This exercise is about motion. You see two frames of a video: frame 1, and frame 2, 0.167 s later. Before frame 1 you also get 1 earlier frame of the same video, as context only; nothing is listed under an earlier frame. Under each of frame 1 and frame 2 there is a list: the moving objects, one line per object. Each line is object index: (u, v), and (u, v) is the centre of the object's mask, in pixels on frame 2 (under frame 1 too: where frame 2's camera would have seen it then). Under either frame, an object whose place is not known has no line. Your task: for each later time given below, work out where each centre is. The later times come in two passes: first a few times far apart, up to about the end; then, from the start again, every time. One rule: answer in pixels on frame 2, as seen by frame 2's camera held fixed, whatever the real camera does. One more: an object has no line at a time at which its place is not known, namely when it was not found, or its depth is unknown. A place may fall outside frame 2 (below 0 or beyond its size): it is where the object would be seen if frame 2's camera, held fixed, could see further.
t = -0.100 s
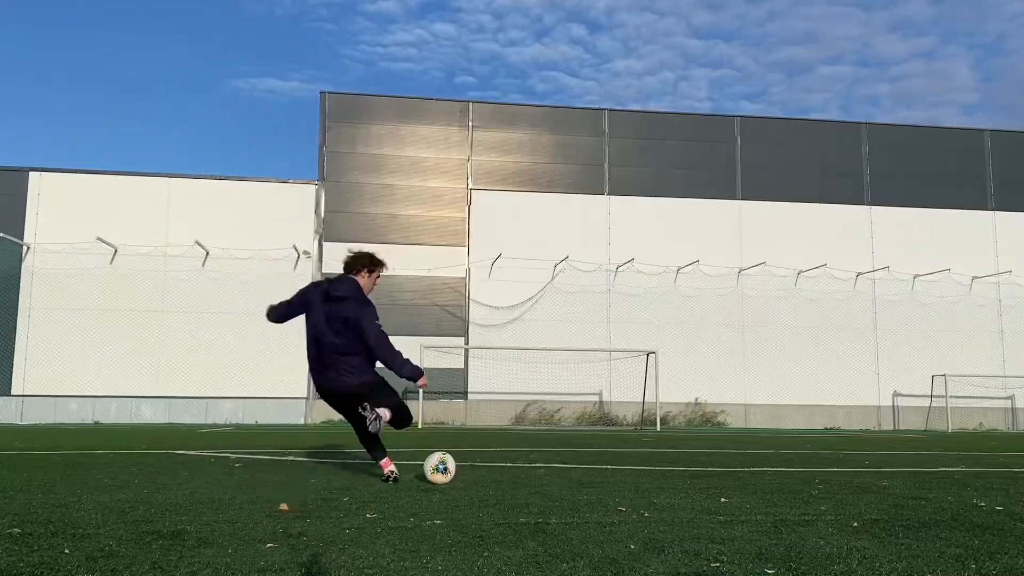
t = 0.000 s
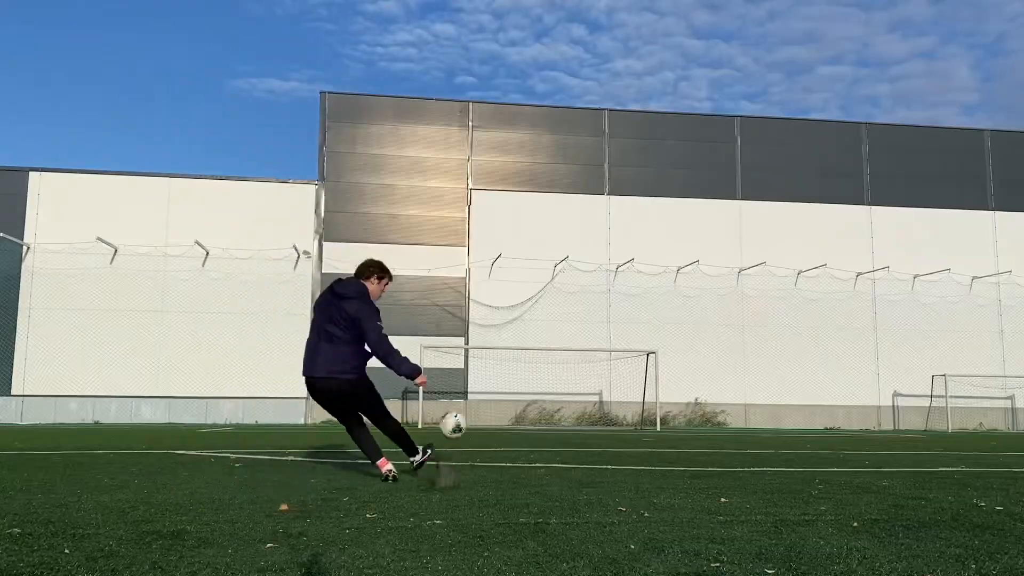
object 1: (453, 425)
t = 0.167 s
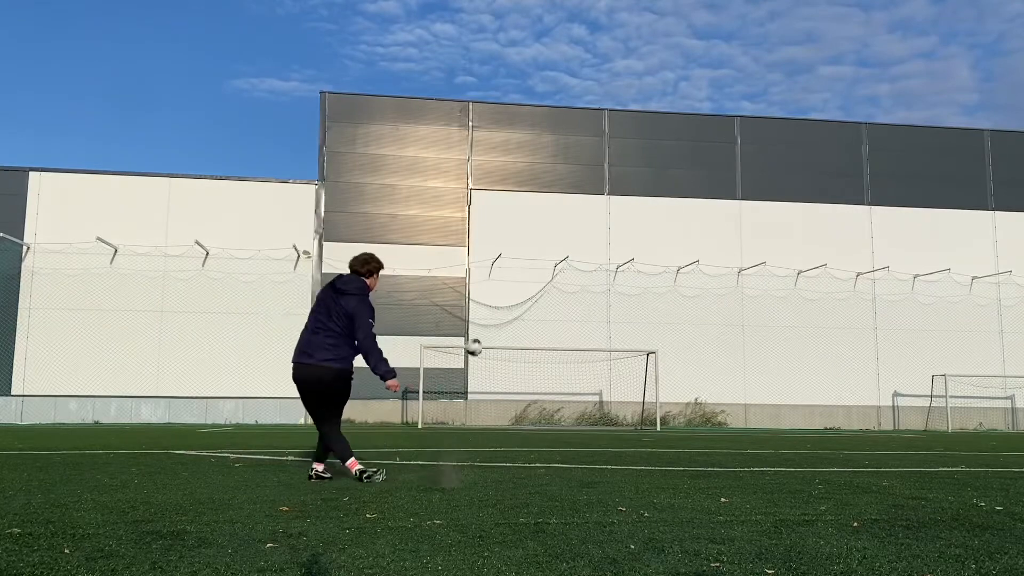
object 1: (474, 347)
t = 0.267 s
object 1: (479, 325)
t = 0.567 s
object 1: (485, 313)
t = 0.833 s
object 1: (487, 323)
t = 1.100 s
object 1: (486, 350)
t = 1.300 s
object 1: (486, 370)
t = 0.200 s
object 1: (476, 339)
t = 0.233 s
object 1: (478, 332)
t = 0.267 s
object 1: (479, 325)
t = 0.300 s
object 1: (480, 320)
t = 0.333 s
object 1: (481, 317)
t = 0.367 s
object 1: (482, 314)
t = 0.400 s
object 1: (482, 313)
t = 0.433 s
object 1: (482, 313)
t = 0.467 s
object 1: (483, 312)
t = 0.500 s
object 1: (484, 312)
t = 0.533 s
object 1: (484, 313)
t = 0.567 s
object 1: (485, 313)
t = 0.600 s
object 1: (485, 314)
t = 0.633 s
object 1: (486, 314)
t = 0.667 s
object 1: (486, 315)
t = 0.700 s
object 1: (487, 316)
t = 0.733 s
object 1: (487, 318)
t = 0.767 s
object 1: (487, 320)
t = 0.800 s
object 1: (487, 321)
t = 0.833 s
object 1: (487, 323)
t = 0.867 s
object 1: (487, 325)
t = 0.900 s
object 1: (486, 328)
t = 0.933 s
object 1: (486, 331)
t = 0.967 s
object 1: (486, 334)
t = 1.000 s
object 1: (486, 338)
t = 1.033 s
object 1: (486, 341)
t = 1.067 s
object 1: (486, 343)
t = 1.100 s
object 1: (486, 350)
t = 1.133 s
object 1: (486, 352)
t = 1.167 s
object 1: (486, 355)
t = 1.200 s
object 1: (486, 358)
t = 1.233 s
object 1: (486, 363)
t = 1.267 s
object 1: (486, 366)
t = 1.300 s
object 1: (486, 370)
